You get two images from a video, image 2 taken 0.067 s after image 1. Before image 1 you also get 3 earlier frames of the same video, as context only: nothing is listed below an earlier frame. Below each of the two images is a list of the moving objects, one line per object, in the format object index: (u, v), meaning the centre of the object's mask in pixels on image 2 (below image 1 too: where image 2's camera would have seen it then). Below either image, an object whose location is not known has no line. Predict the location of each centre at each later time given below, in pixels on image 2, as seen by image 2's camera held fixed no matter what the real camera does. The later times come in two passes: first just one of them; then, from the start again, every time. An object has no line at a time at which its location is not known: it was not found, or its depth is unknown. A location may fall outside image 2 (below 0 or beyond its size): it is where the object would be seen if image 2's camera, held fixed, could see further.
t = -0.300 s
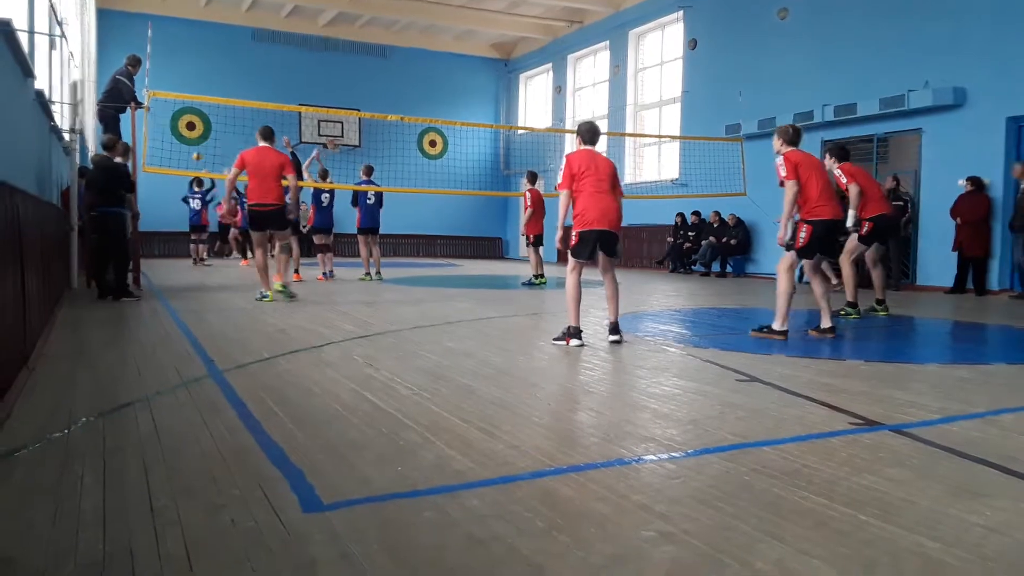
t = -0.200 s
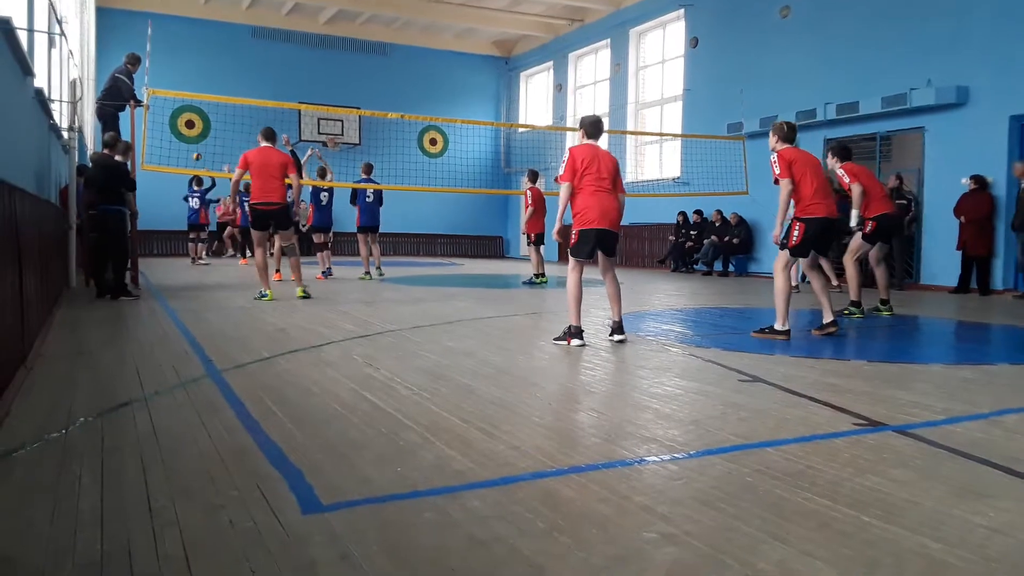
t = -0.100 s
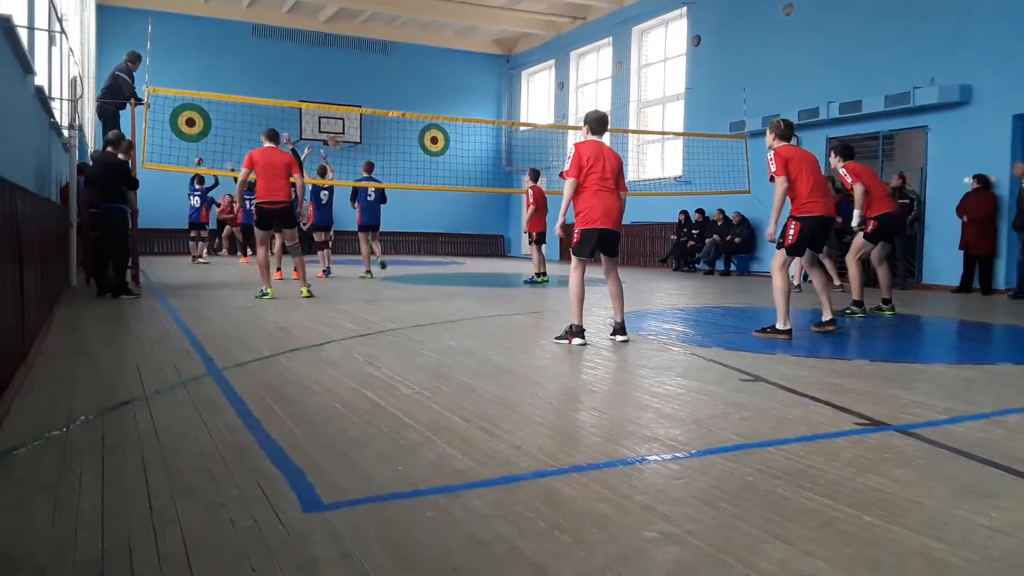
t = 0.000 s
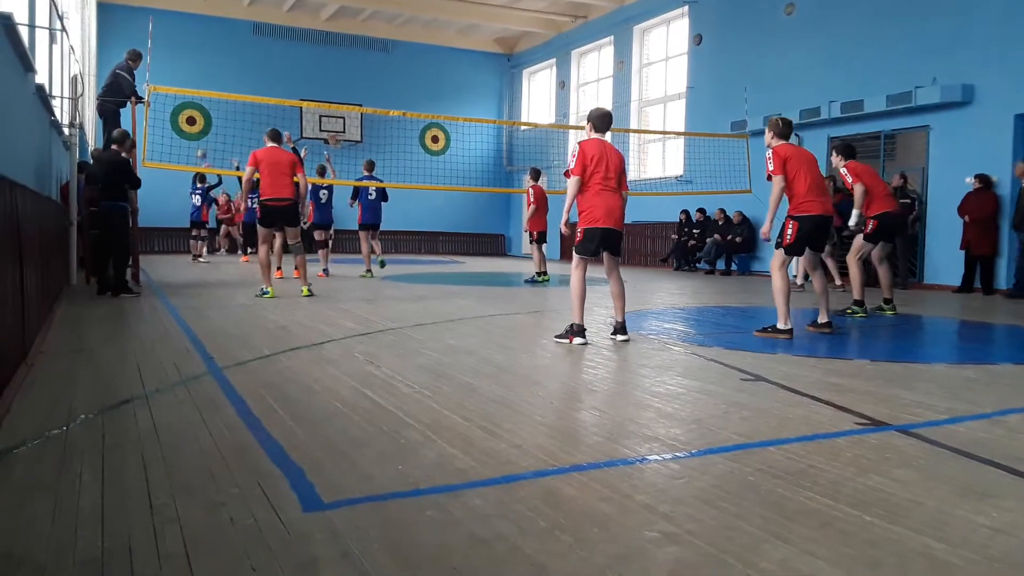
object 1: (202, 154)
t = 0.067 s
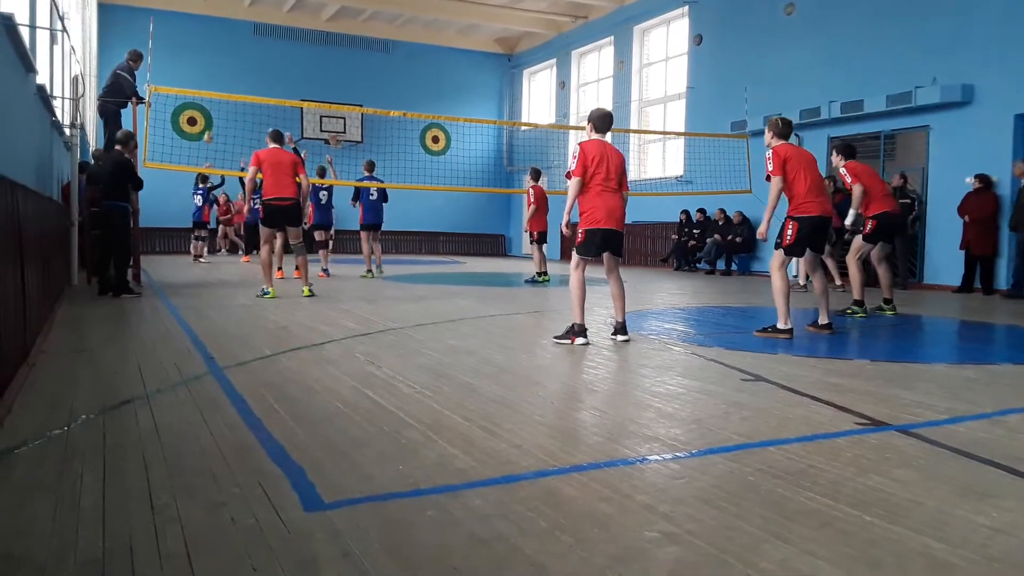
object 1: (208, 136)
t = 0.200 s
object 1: (219, 106)
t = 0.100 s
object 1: (210, 129)
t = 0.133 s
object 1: (213, 121)
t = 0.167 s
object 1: (216, 114)
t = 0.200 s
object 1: (219, 106)
